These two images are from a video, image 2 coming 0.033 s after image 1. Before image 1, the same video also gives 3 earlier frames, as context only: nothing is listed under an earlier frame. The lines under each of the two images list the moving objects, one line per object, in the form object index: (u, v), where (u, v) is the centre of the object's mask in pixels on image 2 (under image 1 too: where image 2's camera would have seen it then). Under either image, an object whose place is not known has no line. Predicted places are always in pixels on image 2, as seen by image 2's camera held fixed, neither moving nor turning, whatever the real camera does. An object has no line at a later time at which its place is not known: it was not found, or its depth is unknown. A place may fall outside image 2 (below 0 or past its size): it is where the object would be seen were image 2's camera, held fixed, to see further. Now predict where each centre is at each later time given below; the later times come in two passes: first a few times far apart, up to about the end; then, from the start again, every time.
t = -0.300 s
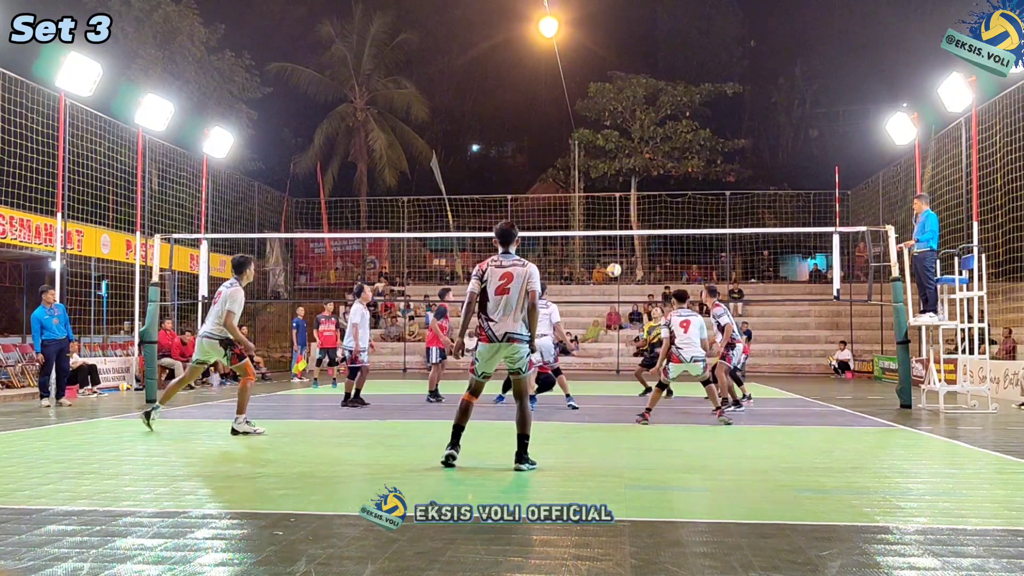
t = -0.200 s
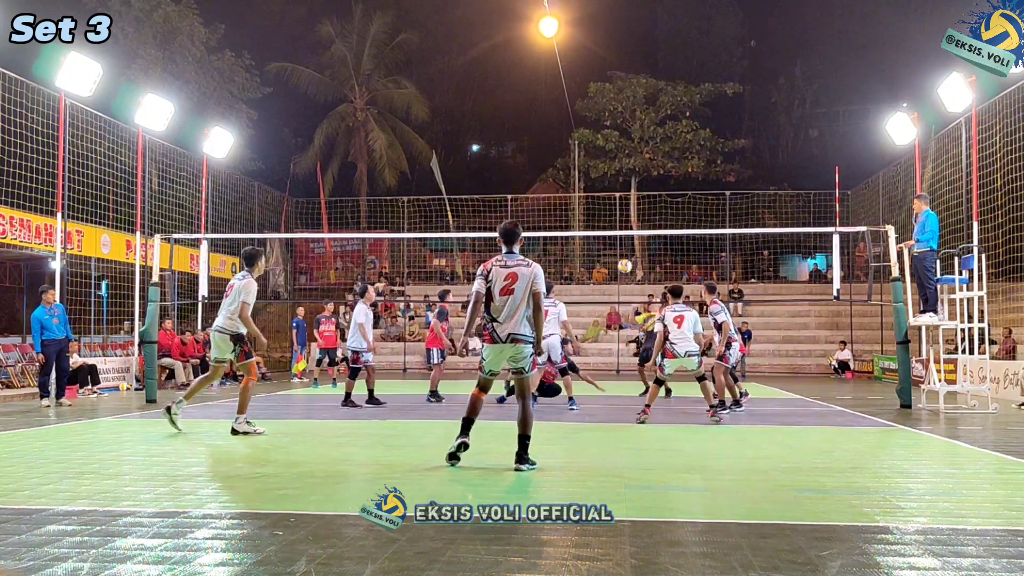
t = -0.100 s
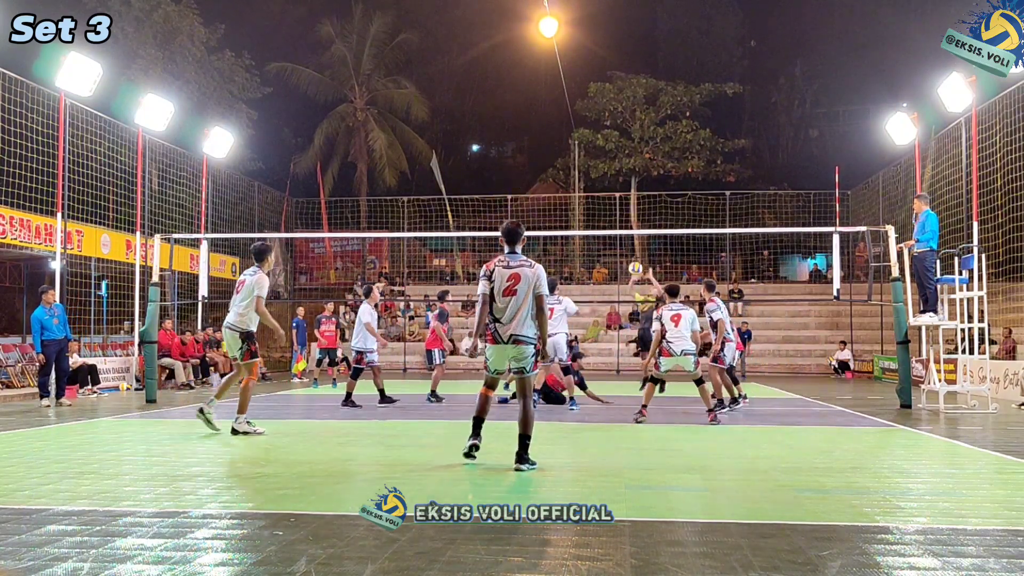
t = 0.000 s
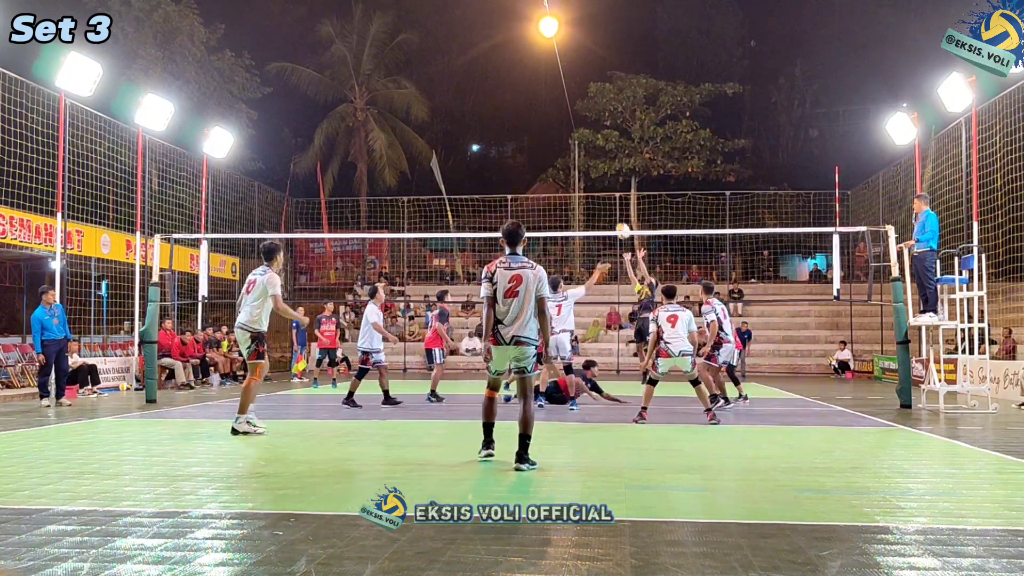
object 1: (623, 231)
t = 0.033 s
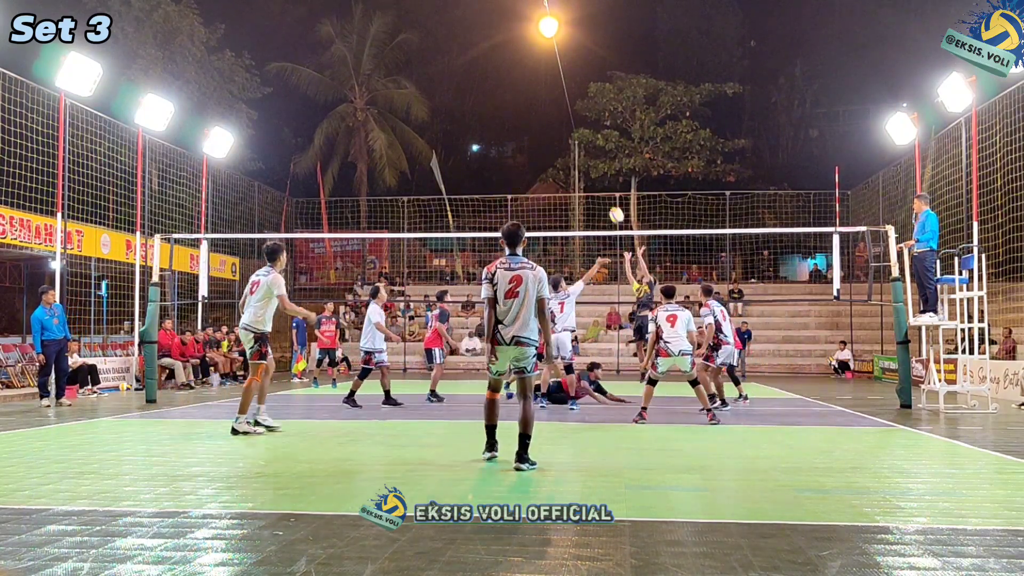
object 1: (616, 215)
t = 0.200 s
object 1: (583, 148)
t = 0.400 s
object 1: (544, 89)
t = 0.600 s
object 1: (506, 54)
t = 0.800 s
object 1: (468, 43)
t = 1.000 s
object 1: (429, 57)
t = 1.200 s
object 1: (389, 98)
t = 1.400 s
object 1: (348, 164)
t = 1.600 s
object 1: (305, 256)
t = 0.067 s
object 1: (610, 200)
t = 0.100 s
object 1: (603, 186)
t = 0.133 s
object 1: (597, 172)
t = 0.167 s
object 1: (590, 160)
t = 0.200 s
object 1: (583, 148)
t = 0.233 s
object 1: (577, 136)
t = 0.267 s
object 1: (570, 126)
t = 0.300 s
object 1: (564, 116)
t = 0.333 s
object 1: (557, 106)
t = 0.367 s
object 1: (551, 97)
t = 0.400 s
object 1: (544, 89)
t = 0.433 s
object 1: (538, 81)
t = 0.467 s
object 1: (532, 75)
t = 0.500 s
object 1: (525, 68)
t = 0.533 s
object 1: (519, 63)
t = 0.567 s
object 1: (513, 58)
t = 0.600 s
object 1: (506, 54)
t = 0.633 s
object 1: (500, 50)
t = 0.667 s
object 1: (494, 47)
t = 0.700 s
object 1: (487, 45)
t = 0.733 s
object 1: (481, 44)
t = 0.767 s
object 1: (474, 43)
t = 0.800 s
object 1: (468, 43)
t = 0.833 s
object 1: (461, 43)
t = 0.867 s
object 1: (455, 45)
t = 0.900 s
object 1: (448, 47)
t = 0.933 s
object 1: (442, 50)
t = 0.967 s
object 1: (435, 53)
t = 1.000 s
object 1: (429, 57)
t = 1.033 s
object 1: (422, 62)
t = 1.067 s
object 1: (415, 68)
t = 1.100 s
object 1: (409, 75)
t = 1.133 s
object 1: (402, 81)
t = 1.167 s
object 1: (396, 89)
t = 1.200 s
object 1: (389, 98)
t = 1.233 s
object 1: (382, 107)
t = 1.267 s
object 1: (375, 117)
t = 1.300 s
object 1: (369, 128)
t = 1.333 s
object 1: (362, 139)
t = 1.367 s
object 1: (355, 151)
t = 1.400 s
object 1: (348, 164)
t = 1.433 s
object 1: (341, 178)
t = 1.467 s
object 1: (334, 192)
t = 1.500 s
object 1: (327, 207)
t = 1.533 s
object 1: (320, 222)
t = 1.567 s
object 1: (312, 239)
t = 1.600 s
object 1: (305, 256)
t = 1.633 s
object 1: (298, 274)
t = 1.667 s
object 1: (291, 293)
